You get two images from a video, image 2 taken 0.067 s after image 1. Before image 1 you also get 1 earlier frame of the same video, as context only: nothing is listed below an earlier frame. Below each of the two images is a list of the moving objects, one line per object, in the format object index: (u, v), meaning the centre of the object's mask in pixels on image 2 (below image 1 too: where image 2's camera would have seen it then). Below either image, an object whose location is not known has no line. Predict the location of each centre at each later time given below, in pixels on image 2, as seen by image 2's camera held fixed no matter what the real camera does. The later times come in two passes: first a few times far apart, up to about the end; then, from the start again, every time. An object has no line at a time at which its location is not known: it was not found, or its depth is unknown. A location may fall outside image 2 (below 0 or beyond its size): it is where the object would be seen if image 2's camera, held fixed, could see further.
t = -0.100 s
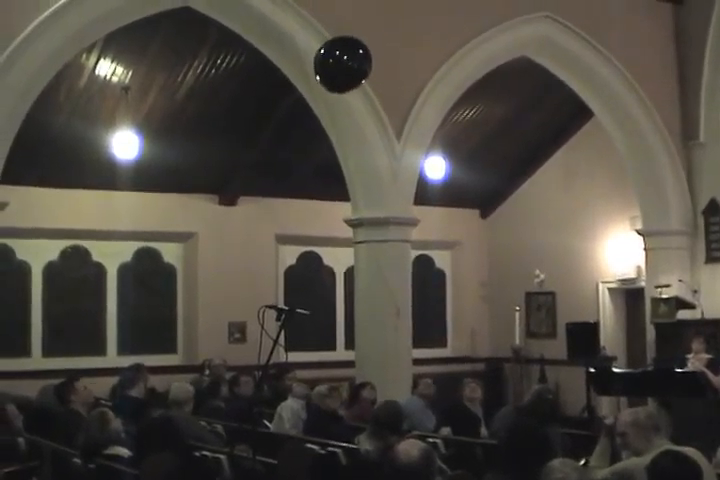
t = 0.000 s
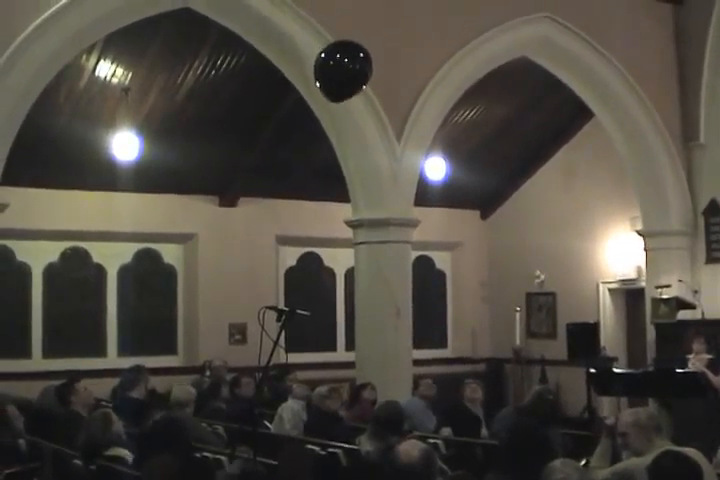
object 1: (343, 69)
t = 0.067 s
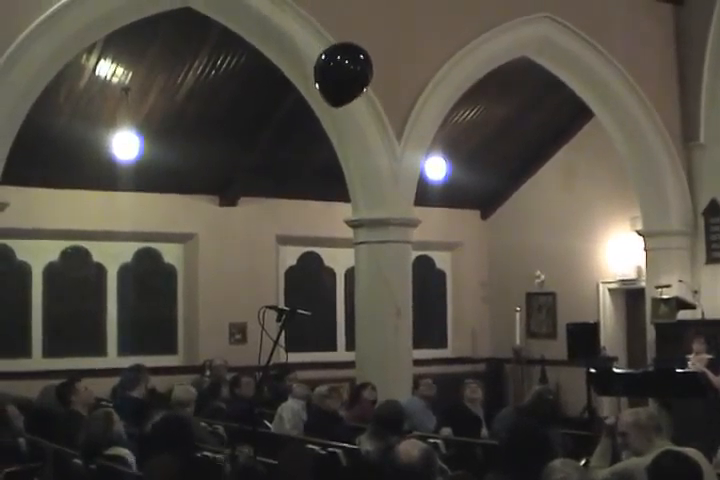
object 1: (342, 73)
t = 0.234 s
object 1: (341, 83)
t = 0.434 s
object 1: (338, 98)
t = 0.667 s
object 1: (339, 115)
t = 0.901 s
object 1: (341, 134)
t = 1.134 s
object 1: (343, 154)
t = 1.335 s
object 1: (342, 171)
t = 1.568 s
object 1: (340, 193)
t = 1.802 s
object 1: (341, 216)
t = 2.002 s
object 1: (344, 236)
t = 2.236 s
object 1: (346, 260)
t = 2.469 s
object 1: (346, 284)
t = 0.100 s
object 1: (342, 75)
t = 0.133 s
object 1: (342, 77)
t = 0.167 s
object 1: (342, 79)
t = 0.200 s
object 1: (341, 81)
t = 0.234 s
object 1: (341, 83)
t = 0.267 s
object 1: (340, 85)
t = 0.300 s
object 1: (340, 88)
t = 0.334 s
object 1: (339, 90)
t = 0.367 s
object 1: (339, 93)
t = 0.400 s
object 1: (338, 95)
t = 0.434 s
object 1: (338, 98)
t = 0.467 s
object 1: (338, 100)
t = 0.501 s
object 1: (338, 102)
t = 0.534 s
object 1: (338, 105)
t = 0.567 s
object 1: (338, 107)
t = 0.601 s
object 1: (338, 110)
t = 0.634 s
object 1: (338, 113)
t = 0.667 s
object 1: (339, 115)
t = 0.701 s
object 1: (339, 118)
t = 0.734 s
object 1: (340, 120)
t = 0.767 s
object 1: (340, 123)
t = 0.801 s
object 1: (340, 126)
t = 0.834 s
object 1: (340, 128)
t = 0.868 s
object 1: (341, 131)
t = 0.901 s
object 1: (341, 134)
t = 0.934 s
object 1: (341, 137)
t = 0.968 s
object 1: (342, 140)
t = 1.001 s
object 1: (342, 142)
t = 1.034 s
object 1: (343, 145)
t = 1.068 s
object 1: (343, 148)
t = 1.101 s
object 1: (343, 151)
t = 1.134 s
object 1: (343, 154)
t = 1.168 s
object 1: (344, 157)
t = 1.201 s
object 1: (343, 159)
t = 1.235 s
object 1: (343, 161)
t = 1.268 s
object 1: (343, 165)
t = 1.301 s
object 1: (342, 168)
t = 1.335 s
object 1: (342, 171)
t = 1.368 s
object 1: (342, 174)
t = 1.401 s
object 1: (341, 177)
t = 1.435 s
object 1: (341, 180)
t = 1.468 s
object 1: (341, 184)
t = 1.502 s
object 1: (341, 187)
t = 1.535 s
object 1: (341, 190)
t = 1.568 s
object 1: (340, 193)
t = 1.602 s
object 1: (340, 196)
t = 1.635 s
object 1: (340, 199)
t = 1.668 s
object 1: (340, 202)
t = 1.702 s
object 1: (341, 207)
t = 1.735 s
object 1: (341, 210)
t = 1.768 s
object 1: (341, 213)
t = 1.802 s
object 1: (341, 216)
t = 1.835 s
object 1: (342, 219)
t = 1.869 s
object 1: (342, 223)
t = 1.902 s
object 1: (343, 226)
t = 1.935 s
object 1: (343, 229)
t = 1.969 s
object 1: (344, 232)
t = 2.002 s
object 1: (344, 236)
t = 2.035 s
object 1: (345, 239)
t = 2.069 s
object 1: (345, 242)
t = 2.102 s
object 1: (346, 246)
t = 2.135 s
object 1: (346, 249)
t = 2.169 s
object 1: (346, 253)
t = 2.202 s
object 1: (346, 256)
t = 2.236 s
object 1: (346, 260)
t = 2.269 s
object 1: (347, 263)
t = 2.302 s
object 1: (347, 267)
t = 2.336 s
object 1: (347, 270)
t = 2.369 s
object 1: (346, 273)
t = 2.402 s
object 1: (346, 277)
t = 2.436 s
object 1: (346, 280)
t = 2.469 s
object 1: (346, 284)
